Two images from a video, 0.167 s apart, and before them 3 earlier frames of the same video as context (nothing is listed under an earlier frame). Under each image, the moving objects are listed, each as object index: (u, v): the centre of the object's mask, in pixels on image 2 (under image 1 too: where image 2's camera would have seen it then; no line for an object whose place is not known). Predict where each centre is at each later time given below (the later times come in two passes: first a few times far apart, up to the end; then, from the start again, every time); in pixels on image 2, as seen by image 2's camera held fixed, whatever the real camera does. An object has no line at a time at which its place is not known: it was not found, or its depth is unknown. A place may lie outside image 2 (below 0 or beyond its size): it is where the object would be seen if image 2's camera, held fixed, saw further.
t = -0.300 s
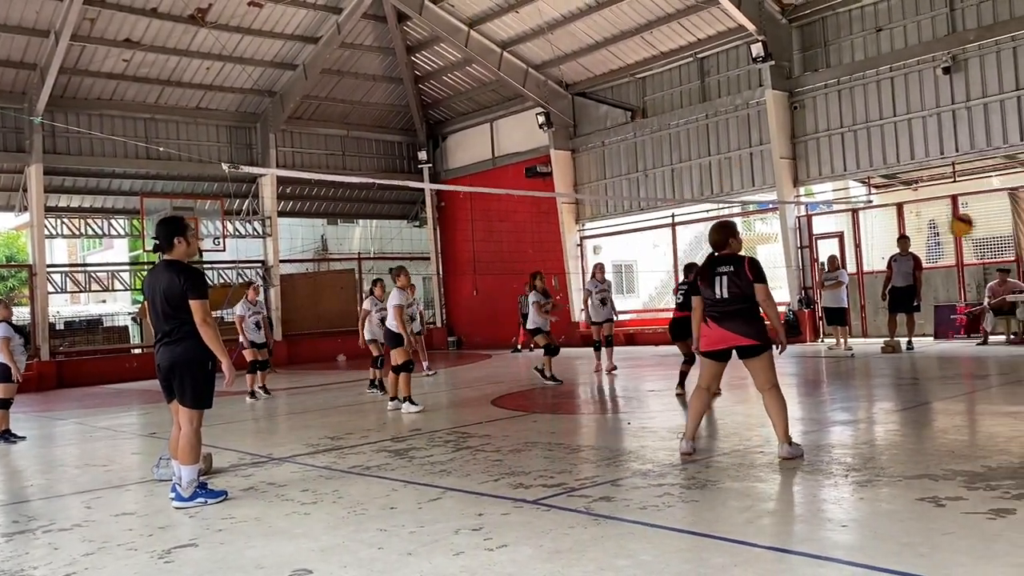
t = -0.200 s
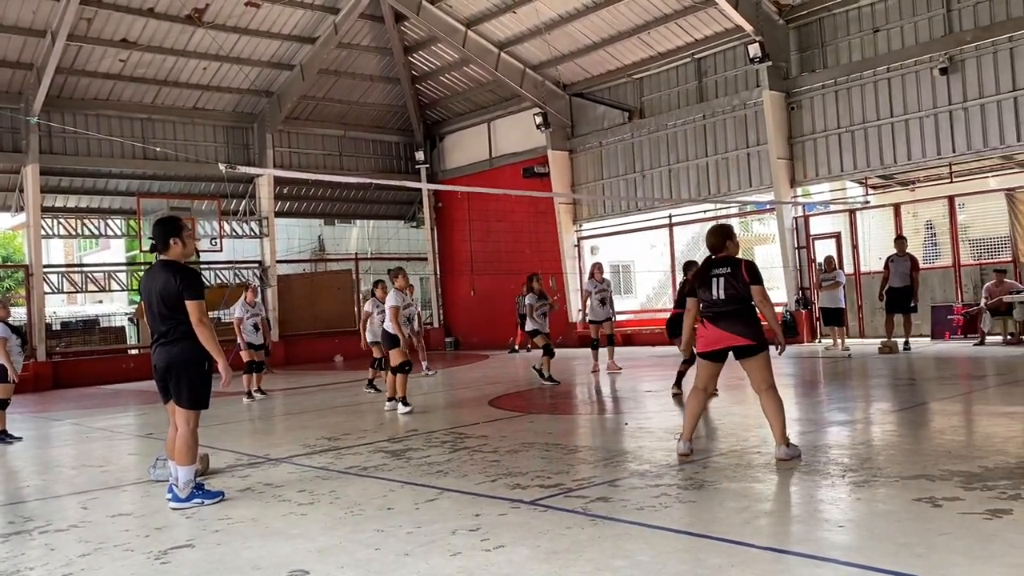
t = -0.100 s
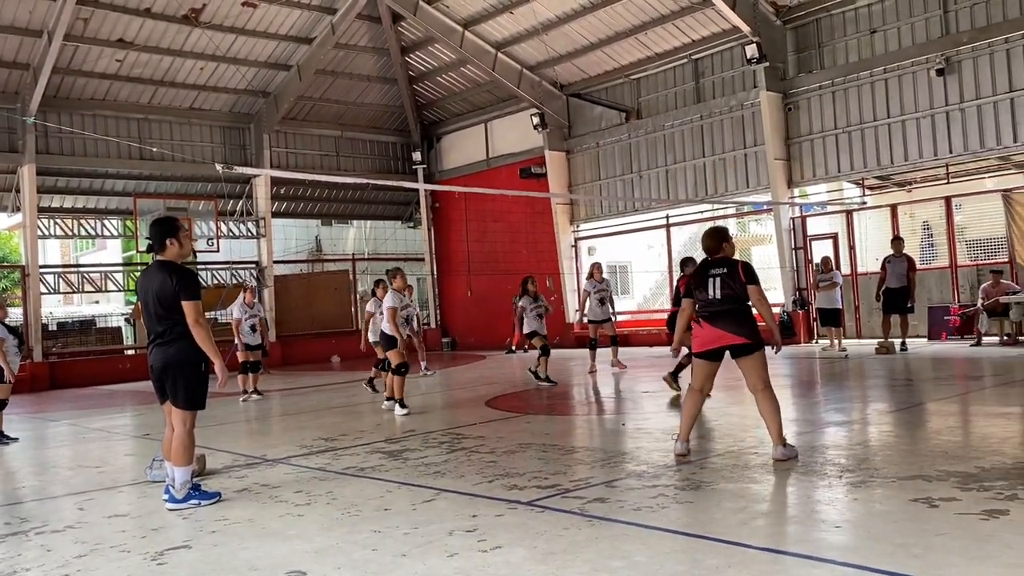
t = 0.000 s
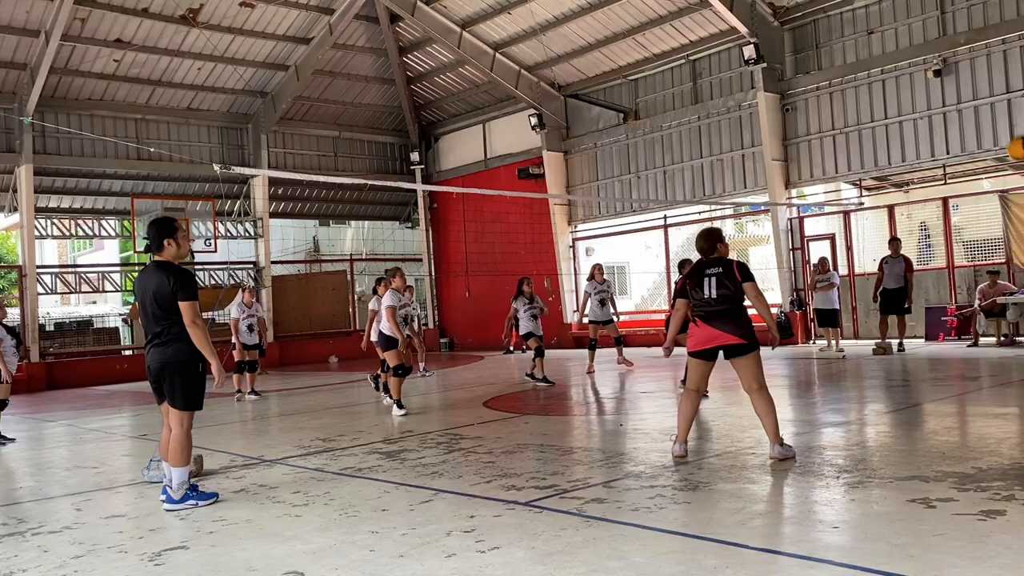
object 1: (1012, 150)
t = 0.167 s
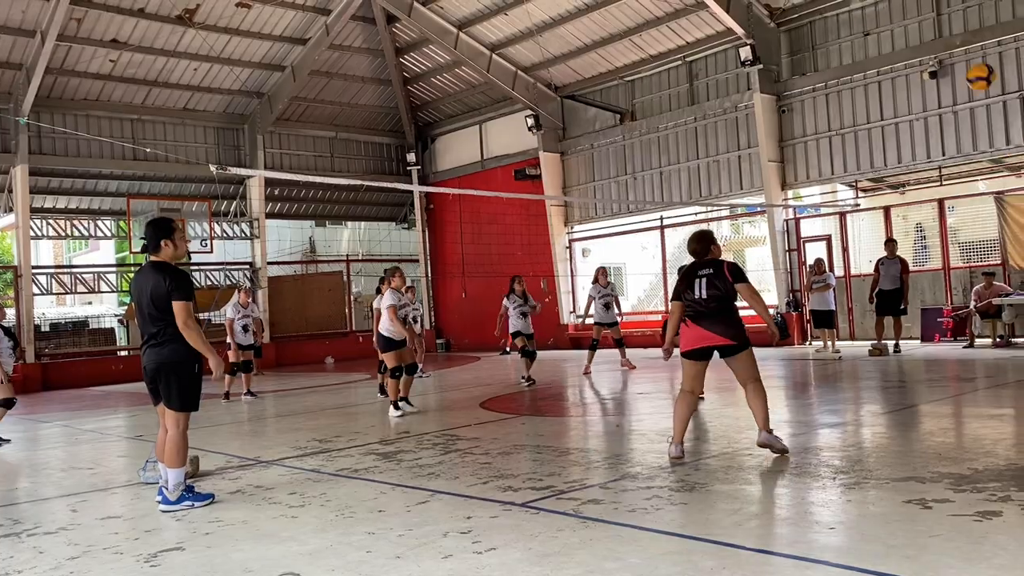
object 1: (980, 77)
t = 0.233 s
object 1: (964, 54)
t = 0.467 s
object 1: (918, 20)
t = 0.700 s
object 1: (877, 54)
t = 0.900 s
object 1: (849, 127)
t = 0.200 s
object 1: (969, 59)
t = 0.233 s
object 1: (964, 54)
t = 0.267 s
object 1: (958, 45)
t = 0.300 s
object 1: (949, 34)
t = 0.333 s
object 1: (945, 32)
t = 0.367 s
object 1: (938, 27)
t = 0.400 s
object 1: (928, 22)
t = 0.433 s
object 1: (924, 22)
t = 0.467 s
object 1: (918, 20)
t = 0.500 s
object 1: (910, 21)
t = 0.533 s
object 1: (906, 22)
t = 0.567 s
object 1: (900, 25)
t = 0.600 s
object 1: (892, 32)
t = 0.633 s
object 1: (890, 35)
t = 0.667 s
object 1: (885, 41)
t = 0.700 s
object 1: (877, 54)
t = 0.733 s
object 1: (874, 58)
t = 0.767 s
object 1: (869, 68)
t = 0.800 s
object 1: (862, 84)
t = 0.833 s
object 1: (861, 91)
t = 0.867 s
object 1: (857, 104)
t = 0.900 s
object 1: (849, 127)
